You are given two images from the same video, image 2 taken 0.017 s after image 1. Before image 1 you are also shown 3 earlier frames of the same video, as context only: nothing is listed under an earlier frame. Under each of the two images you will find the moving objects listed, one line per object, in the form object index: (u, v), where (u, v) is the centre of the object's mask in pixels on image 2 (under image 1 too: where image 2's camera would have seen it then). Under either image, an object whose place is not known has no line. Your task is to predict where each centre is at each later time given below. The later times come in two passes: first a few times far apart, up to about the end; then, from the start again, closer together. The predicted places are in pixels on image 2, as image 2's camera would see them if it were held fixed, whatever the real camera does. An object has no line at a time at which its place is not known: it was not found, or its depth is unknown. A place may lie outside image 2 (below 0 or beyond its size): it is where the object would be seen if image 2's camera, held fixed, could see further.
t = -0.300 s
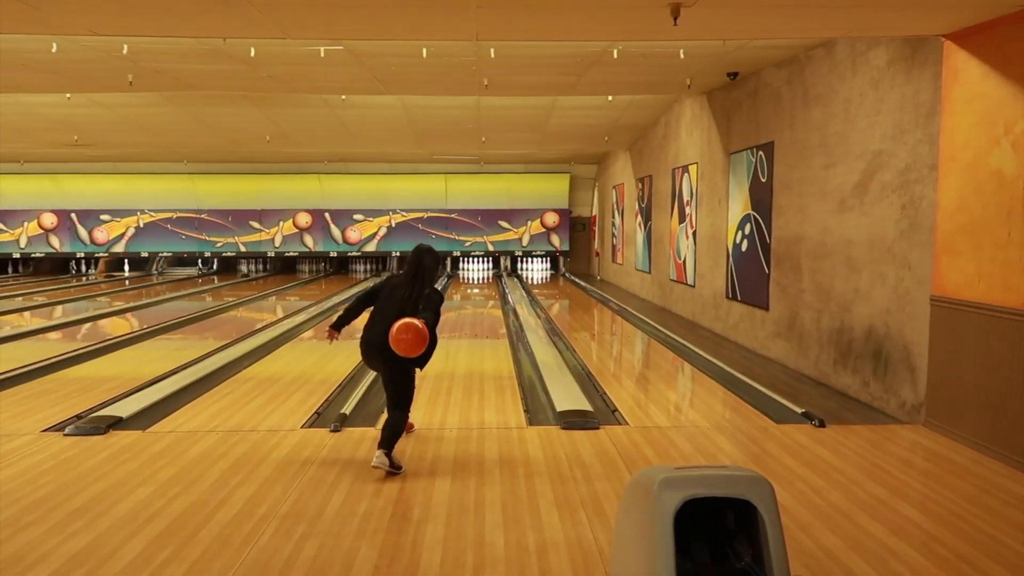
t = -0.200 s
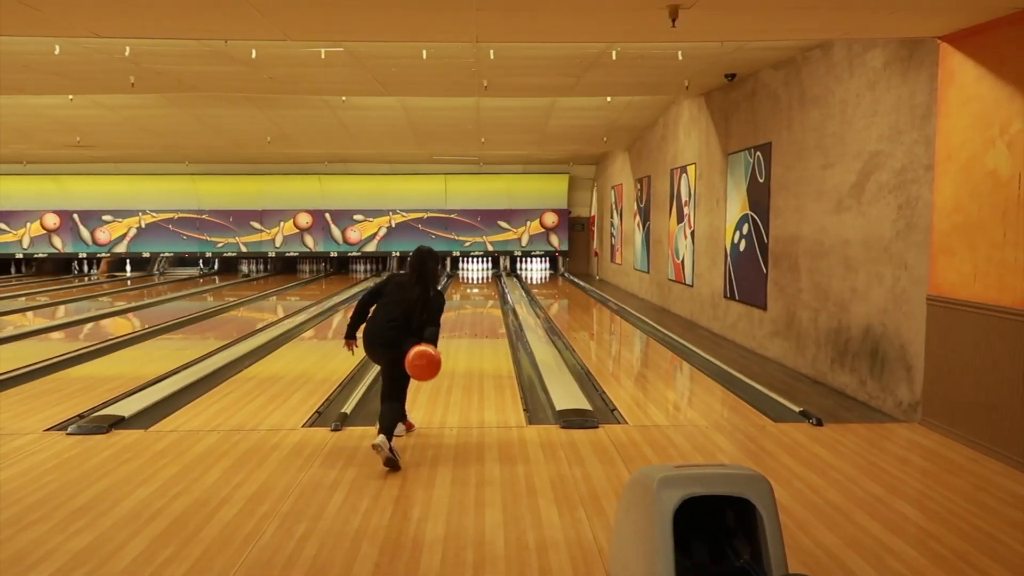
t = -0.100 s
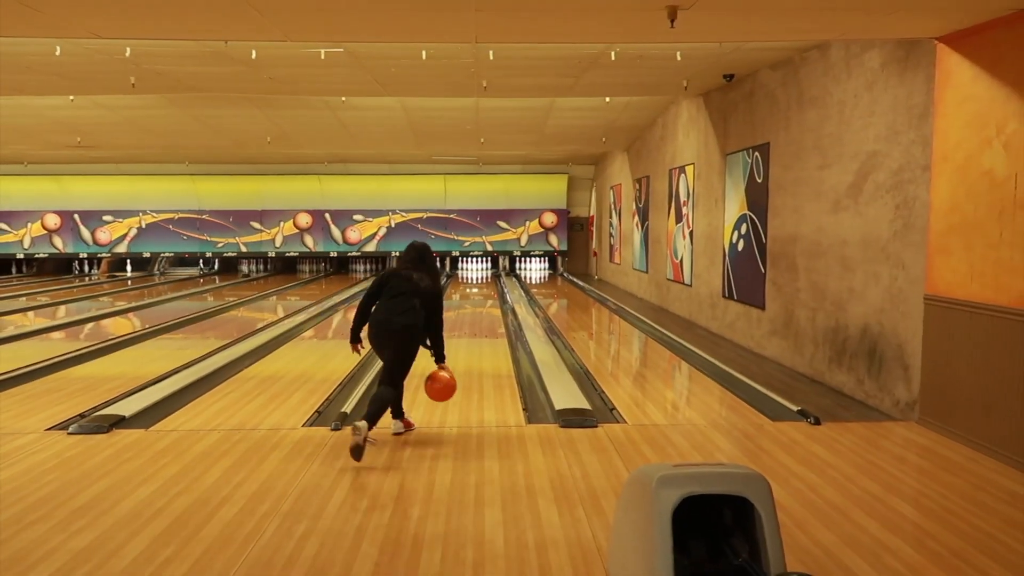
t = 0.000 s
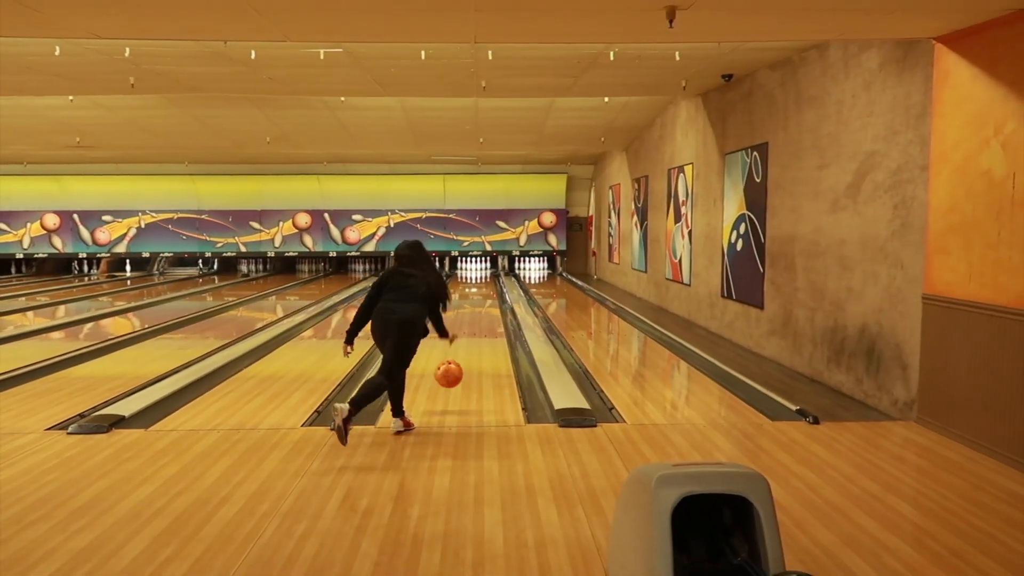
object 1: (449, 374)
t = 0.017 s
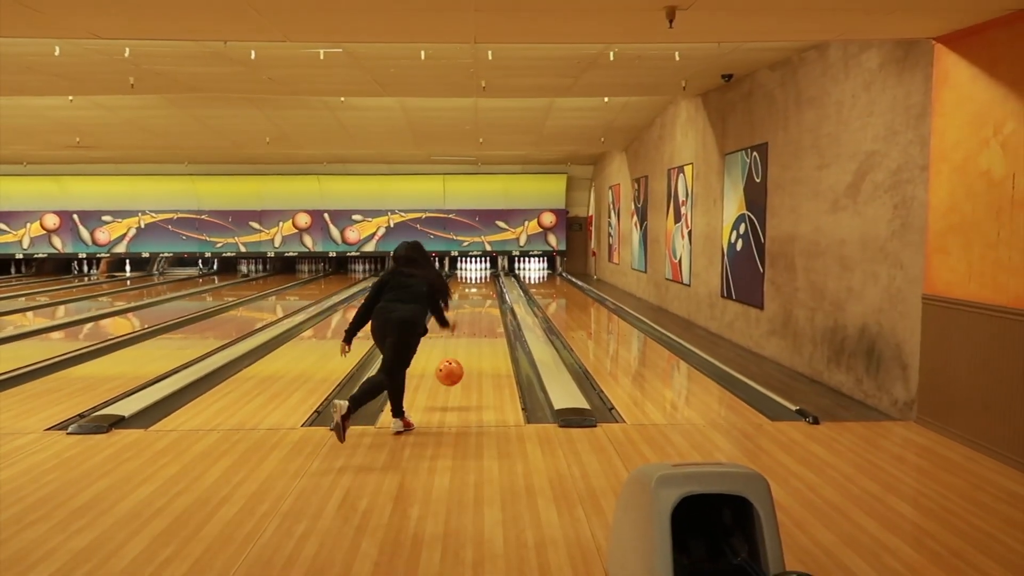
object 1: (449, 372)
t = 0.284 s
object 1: (460, 353)
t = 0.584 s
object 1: (467, 327)
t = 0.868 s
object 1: (472, 309)
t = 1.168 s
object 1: (475, 297)
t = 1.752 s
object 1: (479, 281)
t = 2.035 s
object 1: (481, 277)
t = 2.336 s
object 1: (480, 273)
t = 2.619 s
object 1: (481, 268)
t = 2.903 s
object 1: (495, 267)
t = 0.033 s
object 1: (451, 371)
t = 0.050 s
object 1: (451, 370)
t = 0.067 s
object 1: (452, 369)
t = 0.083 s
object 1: (453, 368)
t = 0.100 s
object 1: (454, 369)
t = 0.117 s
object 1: (455, 369)
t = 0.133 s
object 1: (455, 369)
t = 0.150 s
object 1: (456, 370)
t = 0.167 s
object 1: (457, 369)
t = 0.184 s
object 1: (457, 366)
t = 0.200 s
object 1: (458, 363)
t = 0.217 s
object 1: (458, 360)
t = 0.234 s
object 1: (459, 358)
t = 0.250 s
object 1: (459, 356)
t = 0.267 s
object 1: (460, 354)
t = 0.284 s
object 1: (460, 353)
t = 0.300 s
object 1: (461, 352)
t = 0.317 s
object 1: (461, 351)
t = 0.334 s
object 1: (462, 348)
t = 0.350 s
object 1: (462, 347)
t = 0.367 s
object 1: (463, 345)
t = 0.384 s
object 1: (463, 344)
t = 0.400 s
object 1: (464, 342)
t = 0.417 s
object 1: (464, 341)
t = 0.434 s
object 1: (464, 339)
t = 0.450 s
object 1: (464, 337)
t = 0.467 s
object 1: (465, 336)
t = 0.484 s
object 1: (466, 335)
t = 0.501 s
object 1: (466, 333)
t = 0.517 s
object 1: (466, 332)
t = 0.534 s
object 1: (467, 331)
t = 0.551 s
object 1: (467, 330)
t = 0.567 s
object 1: (467, 328)
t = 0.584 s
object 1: (467, 327)
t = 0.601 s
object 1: (468, 326)
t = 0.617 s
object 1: (468, 325)
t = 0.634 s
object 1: (468, 324)
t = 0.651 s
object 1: (468, 323)
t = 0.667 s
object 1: (469, 322)
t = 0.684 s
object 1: (469, 321)
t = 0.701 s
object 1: (469, 320)
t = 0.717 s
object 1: (470, 317)
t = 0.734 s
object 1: (470, 316)
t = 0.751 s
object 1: (470, 315)
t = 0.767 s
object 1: (470, 314)
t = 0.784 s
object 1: (470, 313)
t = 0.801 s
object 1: (471, 312)
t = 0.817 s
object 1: (471, 311)
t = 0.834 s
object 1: (472, 311)
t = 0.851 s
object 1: (472, 310)
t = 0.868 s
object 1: (472, 309)
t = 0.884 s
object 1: (472, 308)
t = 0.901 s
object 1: (473, 307)
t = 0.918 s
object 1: (473, 307)
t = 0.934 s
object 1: (473, 306)
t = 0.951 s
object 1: (473, 305)
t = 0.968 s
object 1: (473, 304)
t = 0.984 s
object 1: (473, 304)
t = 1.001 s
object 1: (474, 303)
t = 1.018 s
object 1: (474, 302)
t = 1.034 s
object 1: (474, 301)
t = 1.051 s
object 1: (474, 301)
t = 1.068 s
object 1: (474, 301)
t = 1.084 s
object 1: (474, 300)
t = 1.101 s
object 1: (474, 299)
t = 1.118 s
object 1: (475, 299)
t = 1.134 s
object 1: (475, 298)
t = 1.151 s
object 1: (475, 298)
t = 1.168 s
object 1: (475, 297)
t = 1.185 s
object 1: (475, 296)
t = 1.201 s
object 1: (476, 296)
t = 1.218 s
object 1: (475, 295)
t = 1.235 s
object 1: (476, 295)
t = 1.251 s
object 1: (475, 294)
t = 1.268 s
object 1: (475, 293)
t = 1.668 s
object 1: (479, 283)
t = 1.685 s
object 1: (478, 283)
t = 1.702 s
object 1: (478, 283)
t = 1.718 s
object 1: (479, 282)
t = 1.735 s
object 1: (479, 282)
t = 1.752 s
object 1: (479, 281)
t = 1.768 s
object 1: (480, 280)
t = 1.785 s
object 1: (480, 280)
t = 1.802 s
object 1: (480, 280)
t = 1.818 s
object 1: (480, 280)
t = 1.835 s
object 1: (480, 279)
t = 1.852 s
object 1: (480, 279)
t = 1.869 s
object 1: (480, 279)
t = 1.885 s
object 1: (480, 279)
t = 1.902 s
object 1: (480, 279)
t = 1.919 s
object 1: (480, 279)
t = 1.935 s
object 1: (480, 278)
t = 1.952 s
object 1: (480, 278)
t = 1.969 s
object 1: (480, 278)
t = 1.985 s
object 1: (480, 278)
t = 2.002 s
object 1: (480, 278)
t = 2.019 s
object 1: (481, 277)
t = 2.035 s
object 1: (481, 277)
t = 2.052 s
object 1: (481, 278)
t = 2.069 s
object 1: (481, 277)
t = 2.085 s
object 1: (480, 276)
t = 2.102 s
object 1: (480, 276)
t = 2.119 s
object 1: (481, 274)
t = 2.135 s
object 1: (481, 274)
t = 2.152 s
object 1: (481, 274)
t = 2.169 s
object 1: (480, 275)
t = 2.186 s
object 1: (481, 274)
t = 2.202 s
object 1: (481, 274)
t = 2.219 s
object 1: (481, 274)
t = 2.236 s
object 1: (481, 273)
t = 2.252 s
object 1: (481, 273)
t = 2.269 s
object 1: (481, 273)
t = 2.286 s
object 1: (480, 274)
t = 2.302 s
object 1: (480, 273)
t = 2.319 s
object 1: (480, 273)
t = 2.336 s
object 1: (480, 273)
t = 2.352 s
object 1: (480, 273)
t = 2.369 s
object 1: (480, 273)
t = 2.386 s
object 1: (480, 273)
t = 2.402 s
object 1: (480, 273)
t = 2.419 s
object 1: (480, 273)
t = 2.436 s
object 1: (480, 272)
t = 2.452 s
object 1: (480, 272)
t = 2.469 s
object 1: (480, 272)
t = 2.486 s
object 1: (480, 272)
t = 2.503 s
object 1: (480, 273)
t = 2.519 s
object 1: (481, 272)
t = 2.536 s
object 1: (481, 272)
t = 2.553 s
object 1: (480, 272)
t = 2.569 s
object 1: (481, 271)
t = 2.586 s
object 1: (481, 271)
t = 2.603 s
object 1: (480, 269)
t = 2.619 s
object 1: (481, 268)
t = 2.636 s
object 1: (481, 269)
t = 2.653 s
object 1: (483, 268)
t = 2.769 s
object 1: (487, 267)
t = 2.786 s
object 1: (488, 268)
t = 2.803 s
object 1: (489, 268)
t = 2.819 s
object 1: (489, 267)
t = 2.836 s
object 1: (491, 267)
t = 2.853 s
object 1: (491, 267)
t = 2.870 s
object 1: (492, 267)
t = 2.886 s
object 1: (493, 267)
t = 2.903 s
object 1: (495, 267)
